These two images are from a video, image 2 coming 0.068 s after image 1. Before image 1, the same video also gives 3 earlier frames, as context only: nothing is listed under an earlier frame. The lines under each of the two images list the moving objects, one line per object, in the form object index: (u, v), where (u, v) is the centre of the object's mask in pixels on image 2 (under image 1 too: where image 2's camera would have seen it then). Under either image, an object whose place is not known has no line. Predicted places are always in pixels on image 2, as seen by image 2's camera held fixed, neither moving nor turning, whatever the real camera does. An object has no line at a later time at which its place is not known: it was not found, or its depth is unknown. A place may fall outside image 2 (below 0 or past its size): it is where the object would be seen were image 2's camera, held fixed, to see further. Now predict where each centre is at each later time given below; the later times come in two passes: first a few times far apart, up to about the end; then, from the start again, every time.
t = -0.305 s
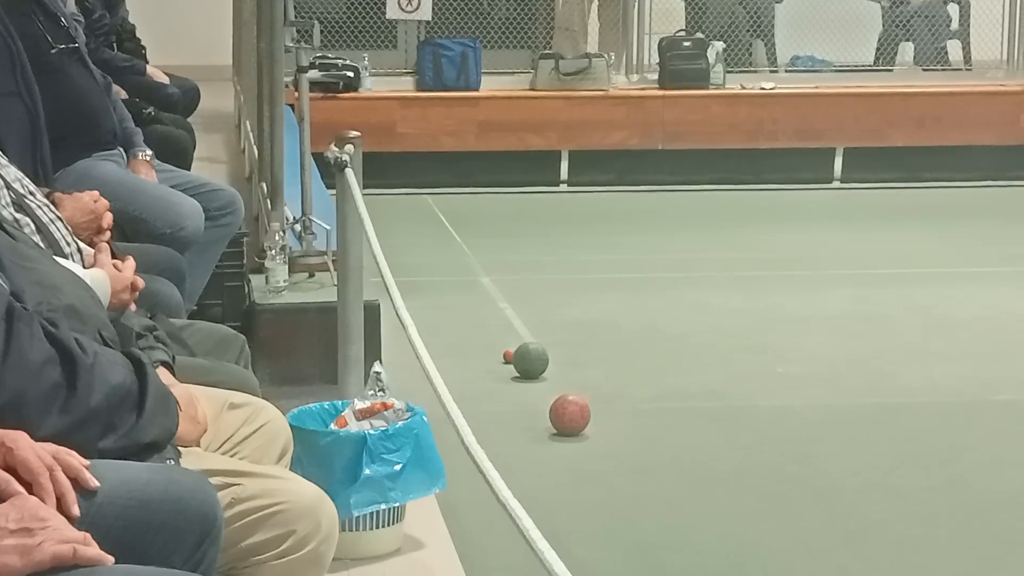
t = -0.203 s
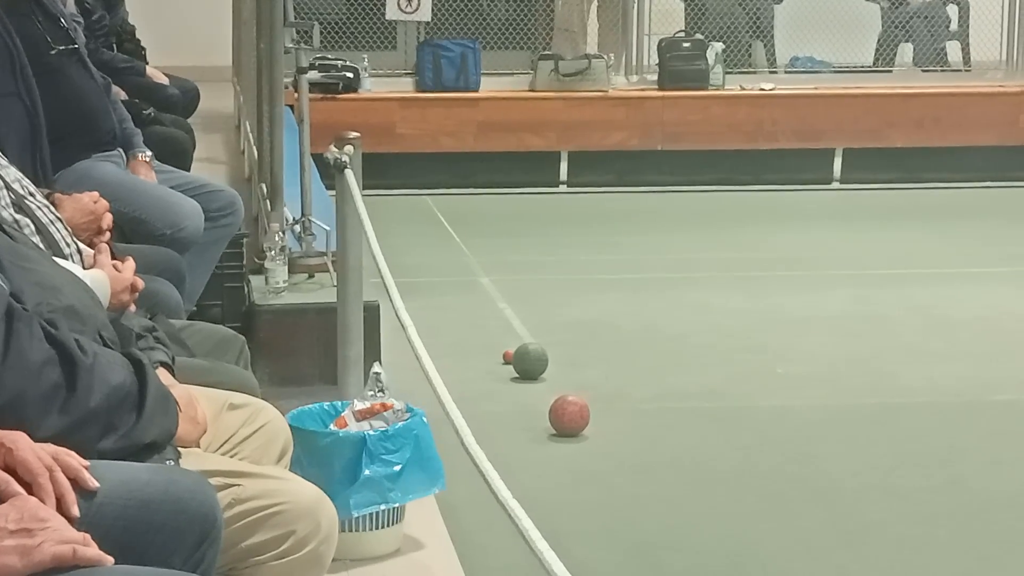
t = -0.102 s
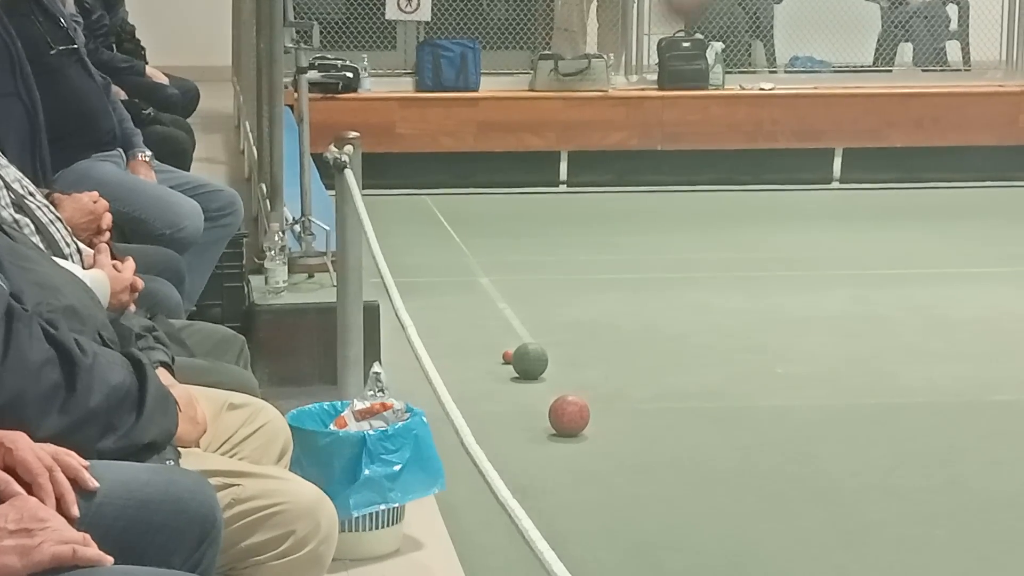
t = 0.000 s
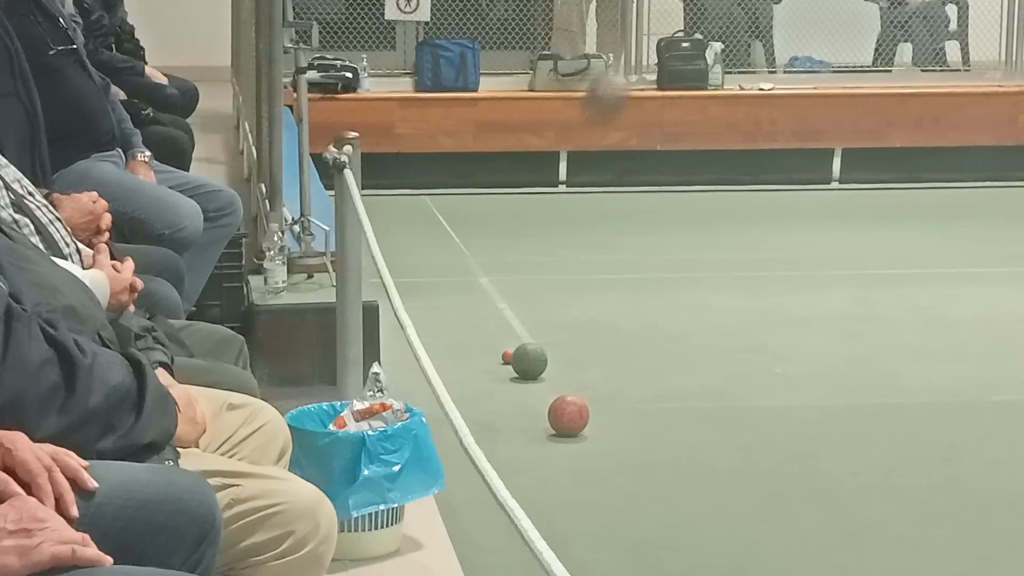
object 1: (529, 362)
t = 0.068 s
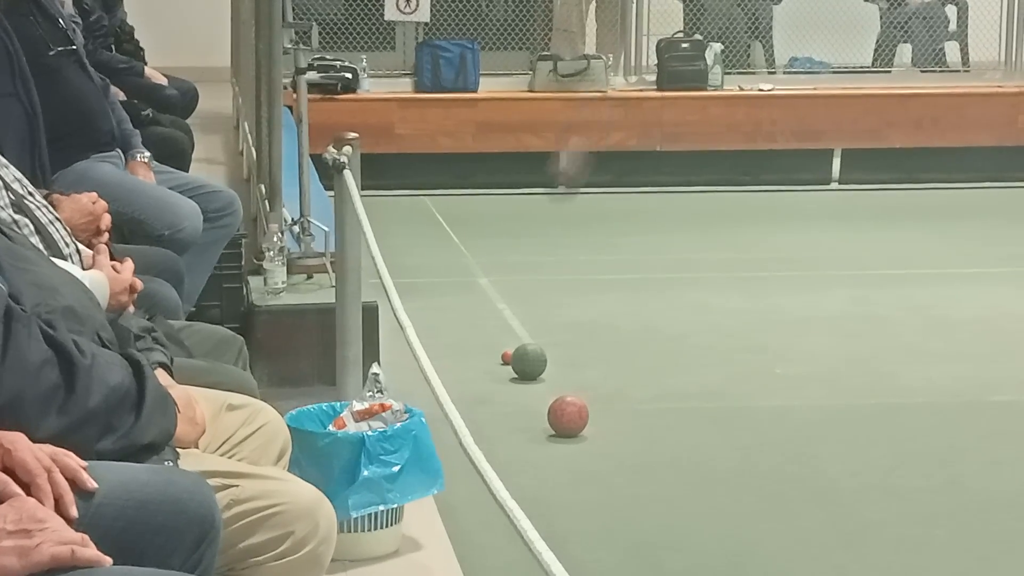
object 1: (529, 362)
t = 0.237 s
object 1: (534, 361)
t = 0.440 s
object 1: (587, 362)
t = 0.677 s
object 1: (648, 363)
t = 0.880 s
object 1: (698, 362)
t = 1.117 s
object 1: (752, 362)
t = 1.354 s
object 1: (804, 362)
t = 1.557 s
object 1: (847, 362)
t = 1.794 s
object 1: (894, 363)
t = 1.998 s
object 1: (933, 364)
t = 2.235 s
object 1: (977, 365)
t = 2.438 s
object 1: (1011, 365)
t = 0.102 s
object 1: (529, 362)
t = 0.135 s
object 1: (529, 362)
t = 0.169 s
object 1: (529, 362)
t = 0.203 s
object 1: (529, 361)
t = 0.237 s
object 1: (534, 361)
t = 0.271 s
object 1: (542, 362)
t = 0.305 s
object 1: (551, 362)
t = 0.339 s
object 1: (560, 362)
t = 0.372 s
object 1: (569, 362)
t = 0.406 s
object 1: (578, 362)
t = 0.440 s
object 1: (587, 362)
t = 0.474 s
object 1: (596, 362)
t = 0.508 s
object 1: (605, 362)
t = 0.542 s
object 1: (614, 362)
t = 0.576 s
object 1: (622, 362)
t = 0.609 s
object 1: (631, 362)
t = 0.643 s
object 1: (639, 362)
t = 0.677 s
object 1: (648, 363)
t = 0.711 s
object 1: (656, 363)
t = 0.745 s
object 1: (665, 362)
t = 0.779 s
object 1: (673, 363)
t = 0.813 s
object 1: (681, 362)
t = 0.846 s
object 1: (689, 362)
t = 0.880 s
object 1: (698, 362)
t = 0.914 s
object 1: (706, 362)
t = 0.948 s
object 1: (714, 362)
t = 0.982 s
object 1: (721, 362)
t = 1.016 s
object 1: (729, 362)
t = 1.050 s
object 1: (737, 362)
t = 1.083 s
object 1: (745, 362)
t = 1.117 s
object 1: (752, 362)
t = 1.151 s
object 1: (760, 362)
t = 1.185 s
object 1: (767, 362)
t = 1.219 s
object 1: (775, 362)
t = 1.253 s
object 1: (782, 362)
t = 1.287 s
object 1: (790, 362)
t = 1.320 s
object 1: (797, 362)
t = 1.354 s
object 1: (804, 362)
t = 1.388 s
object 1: (811, 363)
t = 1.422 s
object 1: (819, 362)
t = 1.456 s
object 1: (826, 362)
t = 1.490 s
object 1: (833, 362)
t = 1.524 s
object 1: (840, 362)
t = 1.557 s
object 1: (847, 362)
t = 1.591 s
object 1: (854, 362)
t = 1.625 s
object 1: (861, 363)
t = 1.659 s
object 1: (868, 362)
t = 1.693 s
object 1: (874, 363)
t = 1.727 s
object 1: (881, 363)
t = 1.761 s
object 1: (888, 363)
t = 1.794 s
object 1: (894, 363)
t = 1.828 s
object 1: (901, 363)
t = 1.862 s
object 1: (907, 364)
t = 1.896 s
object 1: (914, 364)
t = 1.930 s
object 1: (920, 364)
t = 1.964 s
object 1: (927, 364)
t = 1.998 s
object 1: (933, 364)
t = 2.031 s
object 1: (940, 364)
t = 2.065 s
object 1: (946, 364)
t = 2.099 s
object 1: (952, 364)
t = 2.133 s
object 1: (958, 364)
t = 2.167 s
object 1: (964, 364)
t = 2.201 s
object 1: (971, 364)
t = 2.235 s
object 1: (977, 365)
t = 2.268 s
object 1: (983, 365)
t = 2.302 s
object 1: (989, 365)
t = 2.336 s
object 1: (995, 365)
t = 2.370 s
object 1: (1000, 364)
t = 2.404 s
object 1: (1006, 365)
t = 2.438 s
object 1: (1011, 365)
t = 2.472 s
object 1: (1014, 366)
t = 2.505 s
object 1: (1017, 366)
